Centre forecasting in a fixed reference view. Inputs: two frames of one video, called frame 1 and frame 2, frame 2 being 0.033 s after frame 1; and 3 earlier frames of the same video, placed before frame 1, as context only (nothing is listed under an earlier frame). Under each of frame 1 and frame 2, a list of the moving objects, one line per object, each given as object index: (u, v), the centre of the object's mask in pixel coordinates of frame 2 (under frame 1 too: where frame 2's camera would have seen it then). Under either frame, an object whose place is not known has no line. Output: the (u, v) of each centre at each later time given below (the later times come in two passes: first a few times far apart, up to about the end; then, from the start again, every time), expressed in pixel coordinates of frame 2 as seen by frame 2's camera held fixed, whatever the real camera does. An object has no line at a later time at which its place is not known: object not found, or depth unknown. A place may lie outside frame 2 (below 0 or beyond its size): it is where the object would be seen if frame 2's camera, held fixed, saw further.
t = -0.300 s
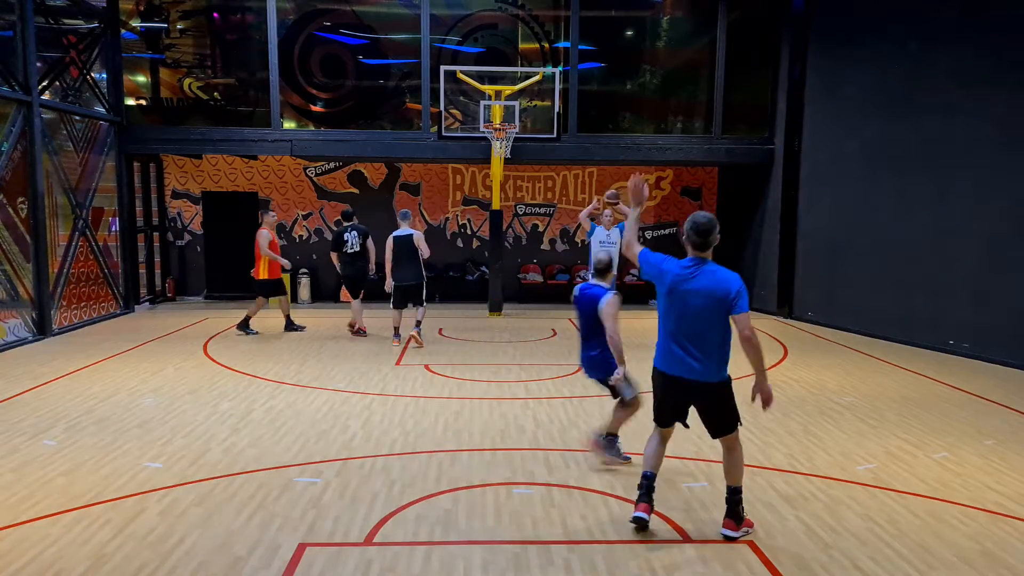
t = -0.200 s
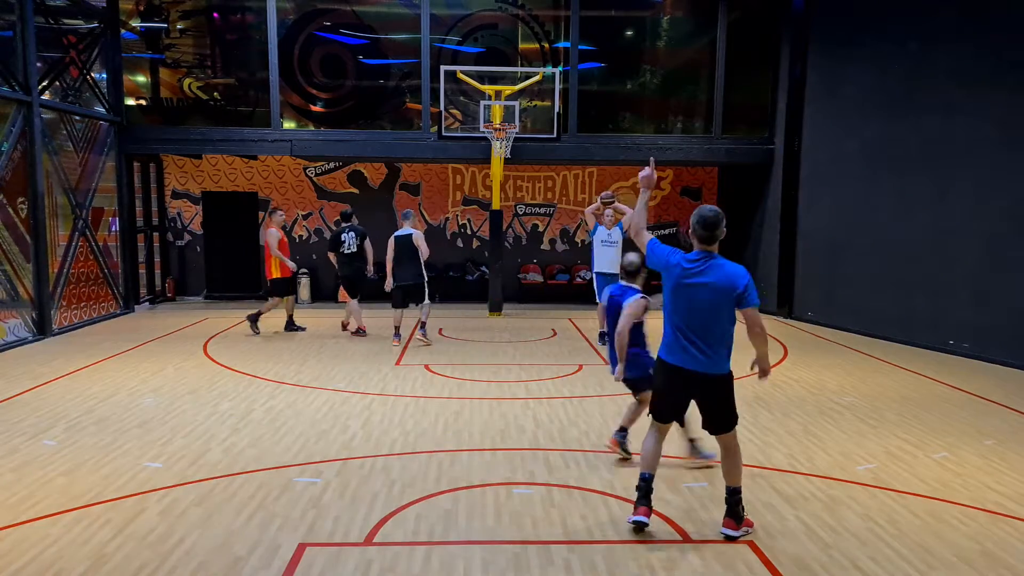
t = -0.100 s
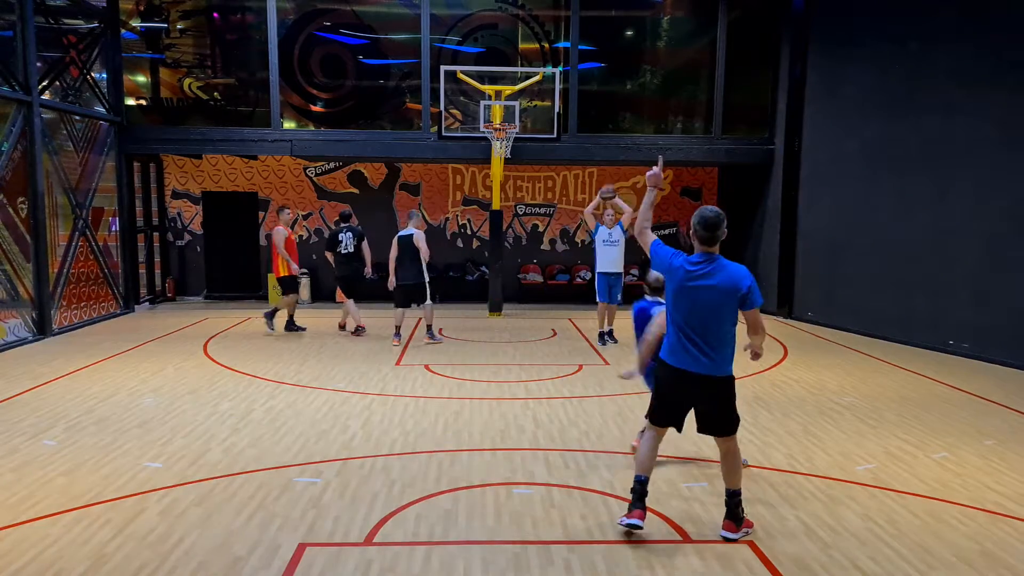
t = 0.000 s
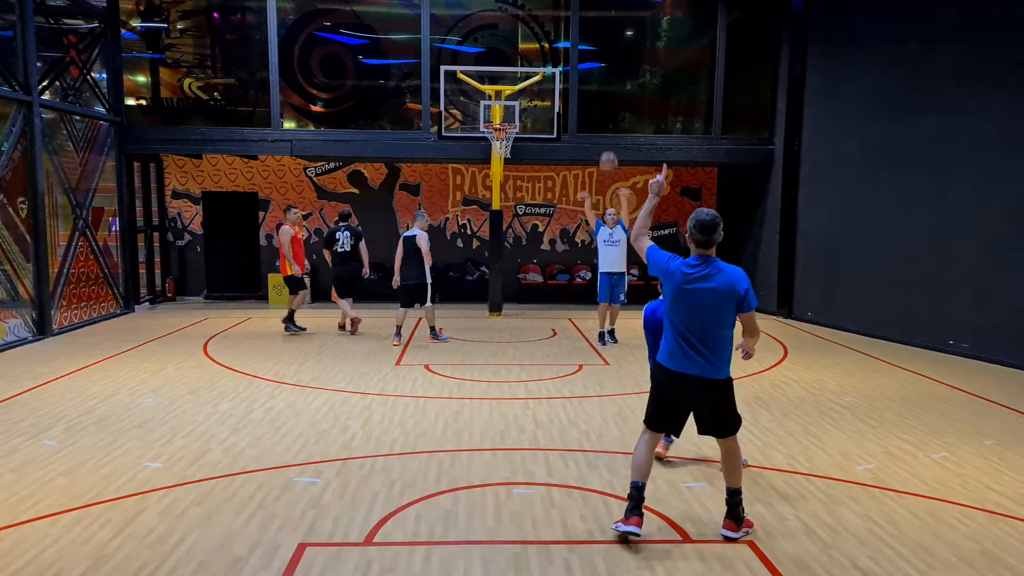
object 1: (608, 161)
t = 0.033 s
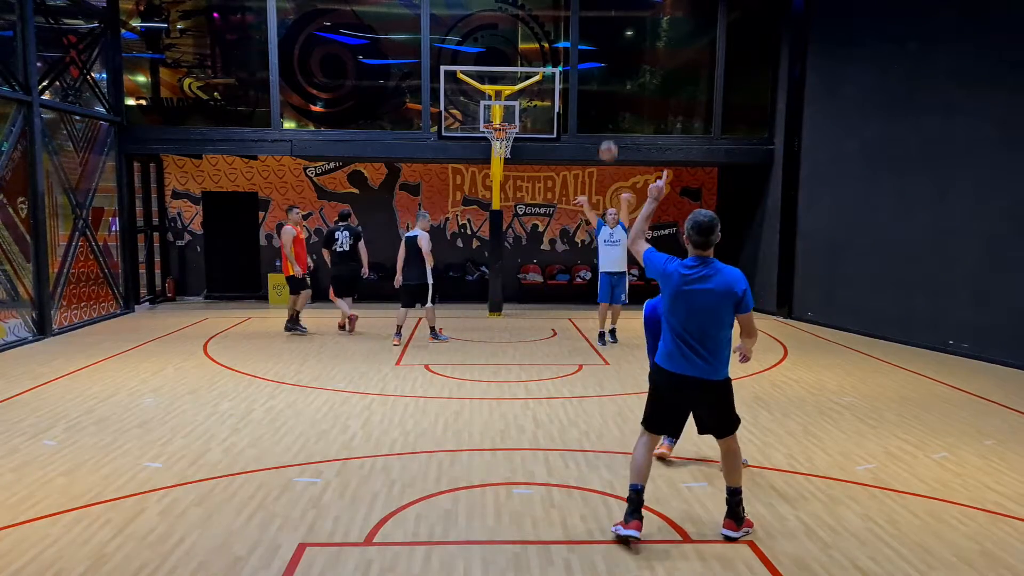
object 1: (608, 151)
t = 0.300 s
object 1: (606, 79)
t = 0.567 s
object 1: (600, 56)
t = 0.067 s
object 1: (608, 141)
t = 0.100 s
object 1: (608, 130)
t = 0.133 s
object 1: (608, 121)
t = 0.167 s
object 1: (608, 111)
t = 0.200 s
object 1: (607, 102)
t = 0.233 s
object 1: (607, 94)
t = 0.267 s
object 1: (607, 86)
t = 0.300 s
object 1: (606, 79)
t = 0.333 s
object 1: (606, 73)
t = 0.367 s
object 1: (605, 67)
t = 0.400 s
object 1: (605, 62)
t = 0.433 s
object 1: (604, 59)
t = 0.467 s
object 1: (603, 56)
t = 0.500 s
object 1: (602, 55)
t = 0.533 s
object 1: (601, 55)
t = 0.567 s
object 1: (600, 56)
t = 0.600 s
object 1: (599, 59)
